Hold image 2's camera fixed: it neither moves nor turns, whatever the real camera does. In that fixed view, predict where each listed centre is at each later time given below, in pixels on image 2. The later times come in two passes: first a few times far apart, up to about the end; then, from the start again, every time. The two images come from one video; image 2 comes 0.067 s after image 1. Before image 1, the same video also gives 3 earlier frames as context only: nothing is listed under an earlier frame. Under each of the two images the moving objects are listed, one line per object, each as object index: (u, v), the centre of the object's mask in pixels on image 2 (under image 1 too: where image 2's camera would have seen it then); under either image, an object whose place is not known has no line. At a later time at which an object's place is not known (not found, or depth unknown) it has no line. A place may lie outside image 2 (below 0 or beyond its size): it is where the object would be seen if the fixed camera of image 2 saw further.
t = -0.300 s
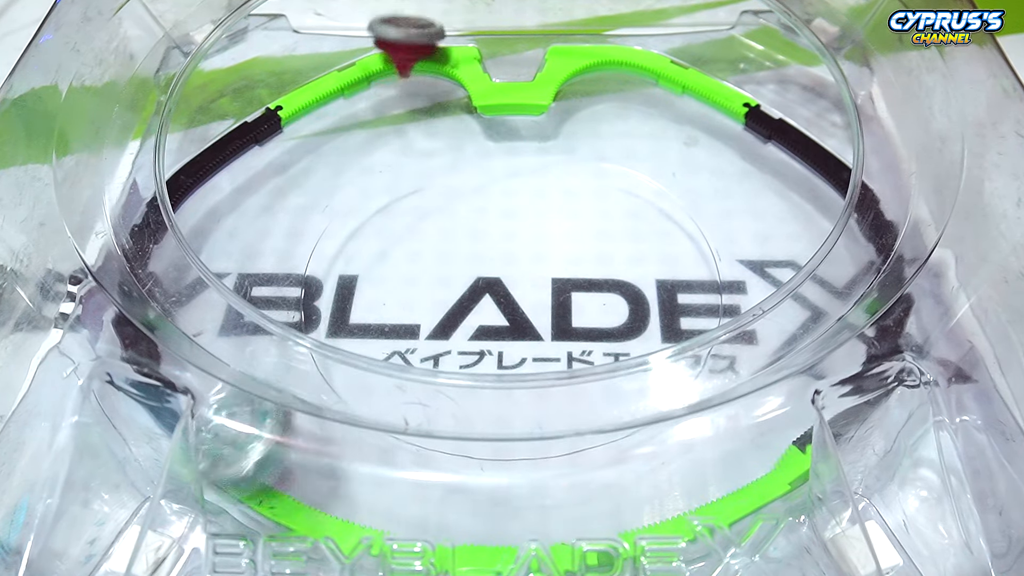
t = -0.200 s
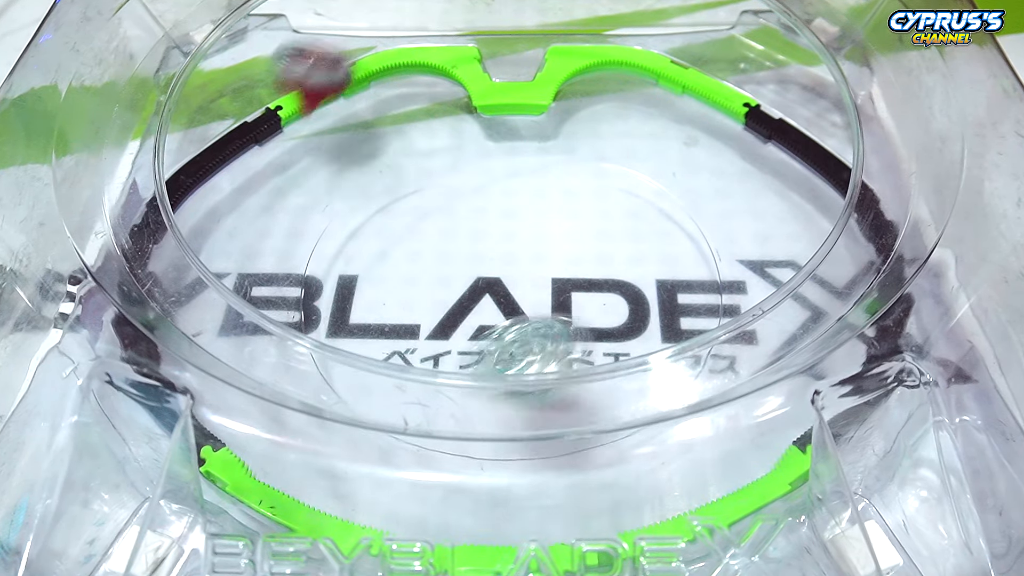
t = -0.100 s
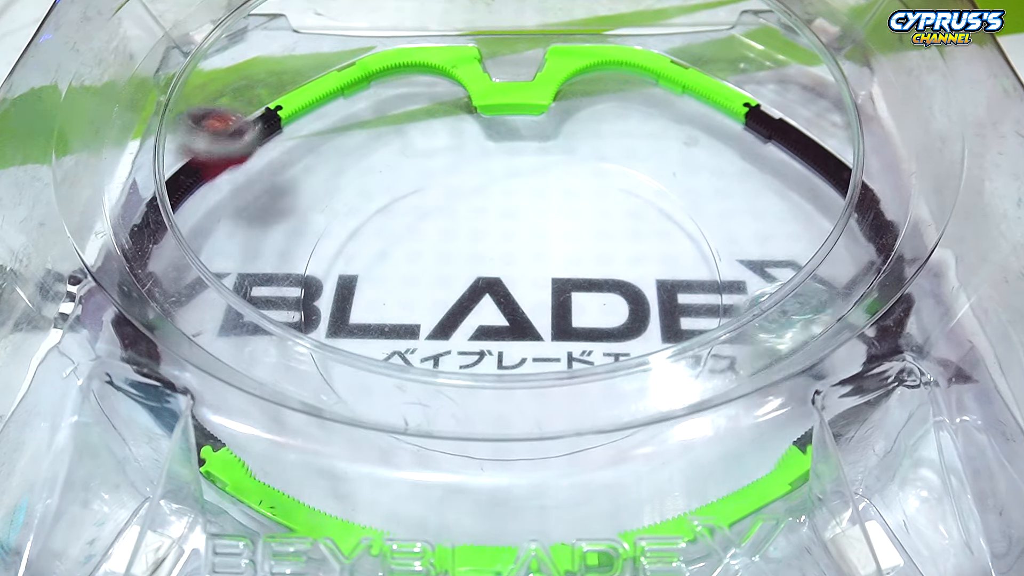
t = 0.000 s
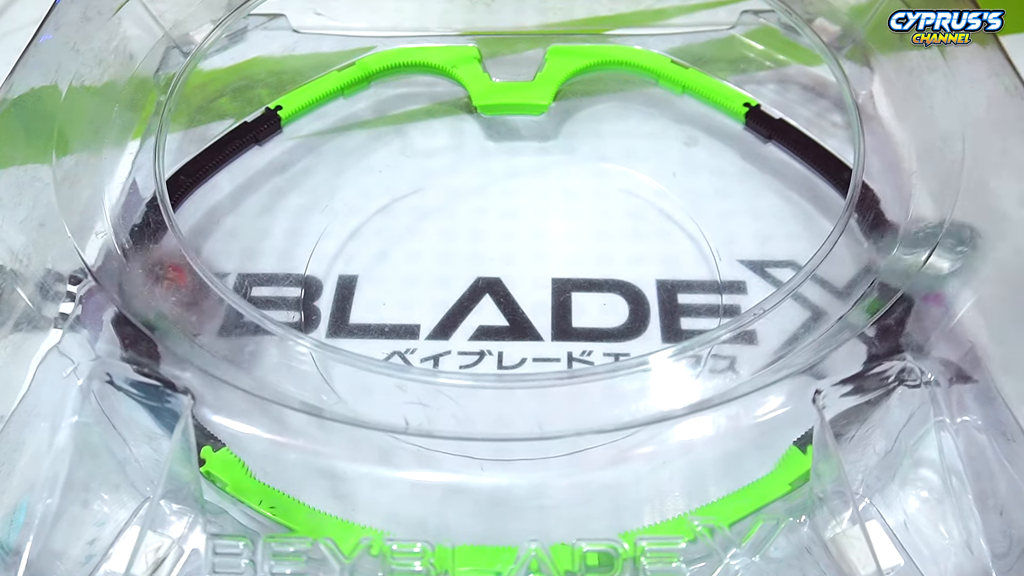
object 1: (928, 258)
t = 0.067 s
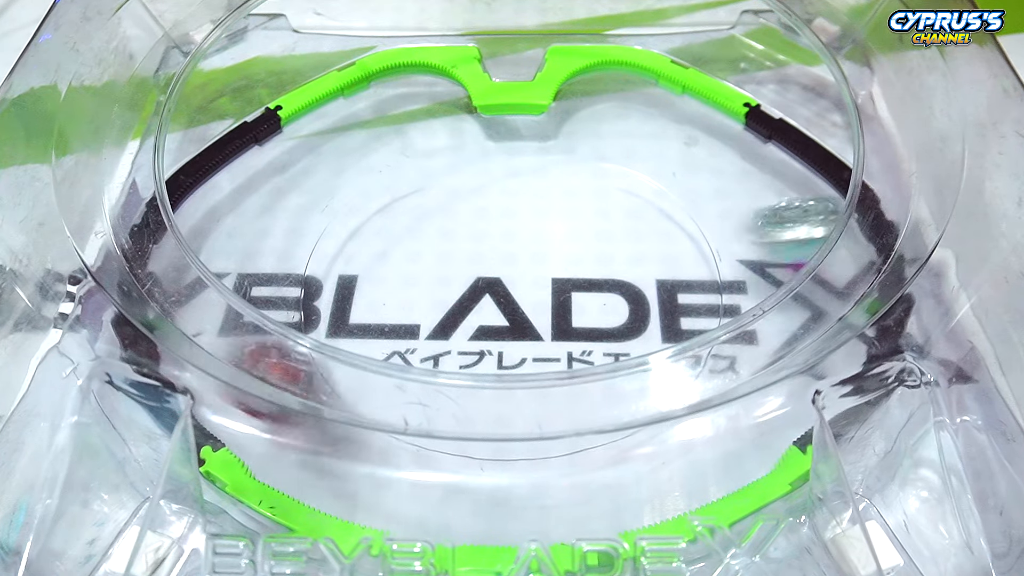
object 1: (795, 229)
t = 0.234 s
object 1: (476, 204)
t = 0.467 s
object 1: (120, 213)
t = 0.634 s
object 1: (257, 349)
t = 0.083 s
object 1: (767, 236)
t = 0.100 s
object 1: (732, 222)
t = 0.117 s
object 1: (703, 214)
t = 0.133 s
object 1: (671, 208)
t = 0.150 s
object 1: (639, 209)
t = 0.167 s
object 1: (607, 215)
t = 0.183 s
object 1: (574, 218)
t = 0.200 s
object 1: (540, 212)
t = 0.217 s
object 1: (508, 207)
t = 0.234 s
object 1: (476, 204)
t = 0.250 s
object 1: (445, 206)
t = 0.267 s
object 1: (412, 198)
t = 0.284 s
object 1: (375, 191)
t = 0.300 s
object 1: (344, 190)
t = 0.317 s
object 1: (312, 185)
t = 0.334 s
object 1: (285, 181)
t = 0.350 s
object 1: (259, 180)
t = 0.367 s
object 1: (232, 184)
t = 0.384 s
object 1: (208, 194)
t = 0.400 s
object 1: (195, 202)
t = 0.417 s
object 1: (158, 202)
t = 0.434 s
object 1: (139, 204)
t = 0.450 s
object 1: (115, 201)
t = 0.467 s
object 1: (120, 213)
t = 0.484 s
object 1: (130, 230)
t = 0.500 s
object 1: (156, 253)
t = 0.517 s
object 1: (167, 270)
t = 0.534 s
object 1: (183, 288)
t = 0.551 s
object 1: (189, 292)
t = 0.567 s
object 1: (199, 300)
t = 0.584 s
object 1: (212, 307)
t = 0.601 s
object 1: (225, 330)
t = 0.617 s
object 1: (247, 336)
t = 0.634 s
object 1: (257, 349)
